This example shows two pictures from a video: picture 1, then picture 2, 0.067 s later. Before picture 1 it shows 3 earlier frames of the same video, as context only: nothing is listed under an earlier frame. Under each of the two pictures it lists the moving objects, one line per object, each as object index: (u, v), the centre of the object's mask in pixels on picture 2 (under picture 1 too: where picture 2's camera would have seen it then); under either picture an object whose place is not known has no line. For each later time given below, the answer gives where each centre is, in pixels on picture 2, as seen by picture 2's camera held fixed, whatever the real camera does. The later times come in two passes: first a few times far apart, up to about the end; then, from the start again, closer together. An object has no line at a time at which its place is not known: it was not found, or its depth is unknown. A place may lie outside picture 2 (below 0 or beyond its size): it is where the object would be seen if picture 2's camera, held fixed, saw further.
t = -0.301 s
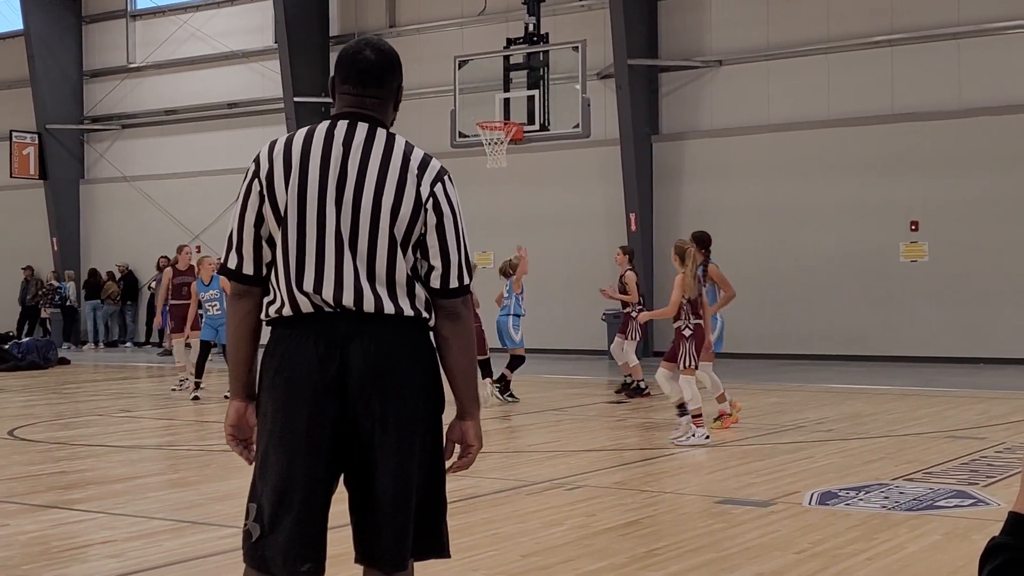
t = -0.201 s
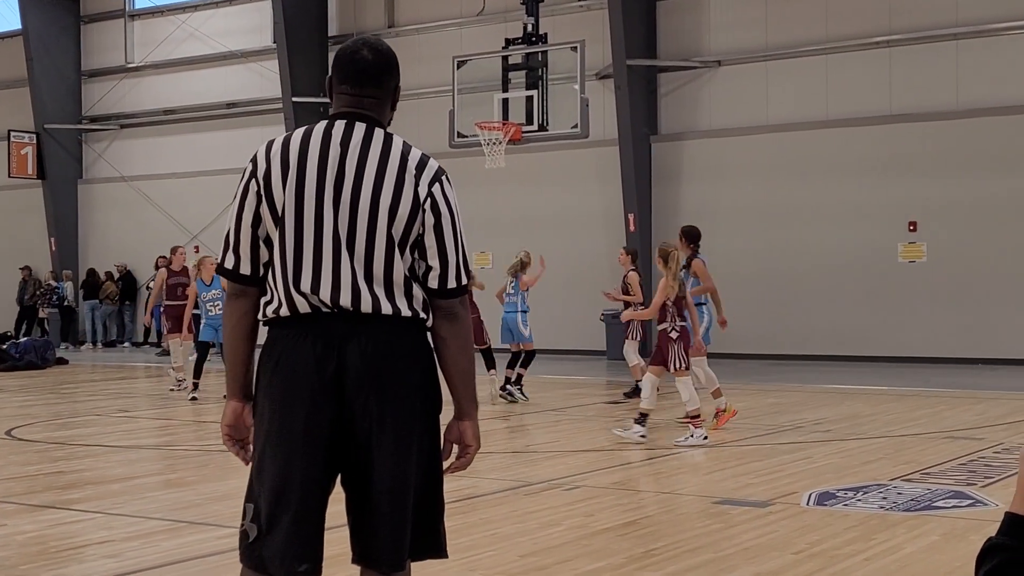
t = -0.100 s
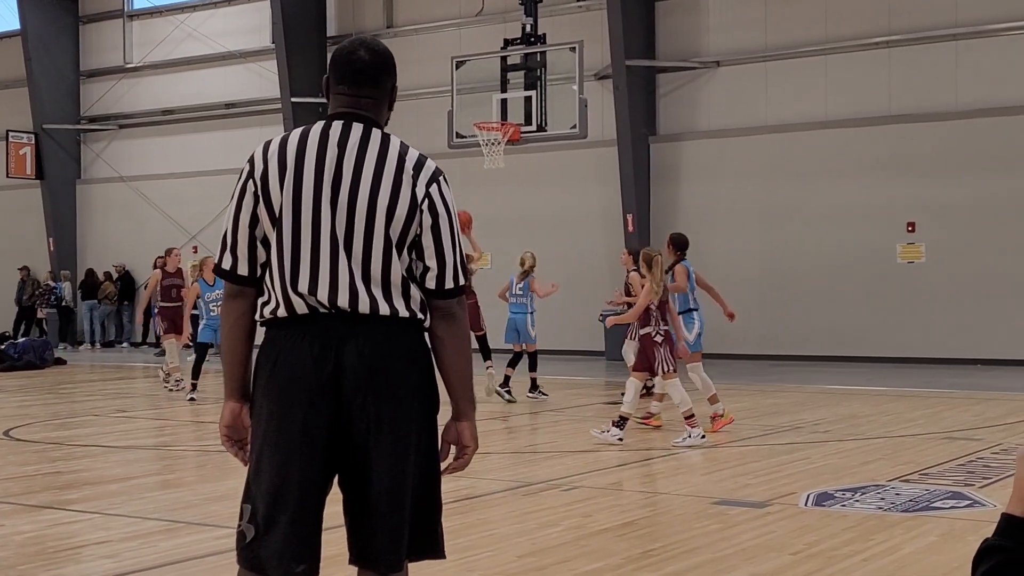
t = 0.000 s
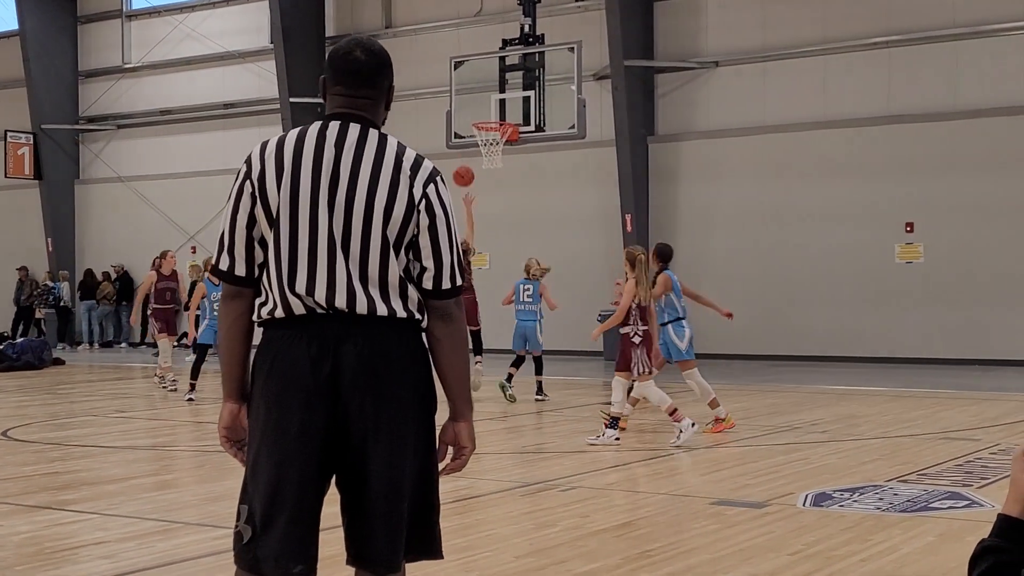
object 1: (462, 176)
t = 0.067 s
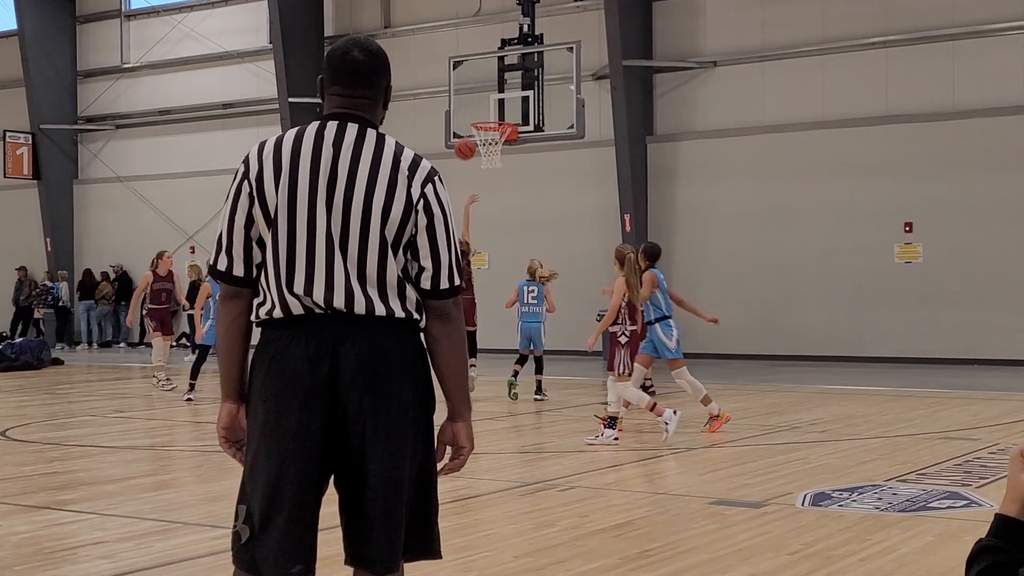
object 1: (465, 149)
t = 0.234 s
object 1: (471, 102)
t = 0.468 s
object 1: (479, 79)
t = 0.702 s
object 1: (488, 103)
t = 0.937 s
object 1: (495, 160)
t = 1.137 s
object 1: (499, 202)
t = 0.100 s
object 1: (466, 137)
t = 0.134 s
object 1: (467, 127)
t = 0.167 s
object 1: (469, 117)
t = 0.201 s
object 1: (470, 109)
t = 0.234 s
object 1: (471, 102)
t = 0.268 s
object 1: (472, 95)
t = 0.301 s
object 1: (474, 90)
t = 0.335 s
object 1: (475, 86)
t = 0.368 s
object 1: (476, 83)
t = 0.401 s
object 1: (477, 80)
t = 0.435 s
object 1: (478, 79)
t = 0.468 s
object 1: (479, 79)
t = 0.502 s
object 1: (481, 79)
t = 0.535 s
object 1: (482, 81)
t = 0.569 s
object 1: (483, 83)
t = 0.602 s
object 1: (484, 87)
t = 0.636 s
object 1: (485, 91)
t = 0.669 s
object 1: (487, 97)
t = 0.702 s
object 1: (488, 103)
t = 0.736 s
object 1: (489, 110)
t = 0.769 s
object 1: (490, 115)
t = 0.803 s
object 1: (491, 127)
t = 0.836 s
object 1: (490, 138)
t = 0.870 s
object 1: (491, 145)
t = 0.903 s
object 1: (492, 152)
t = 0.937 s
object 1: (495, 160)
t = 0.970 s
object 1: (496, 163)
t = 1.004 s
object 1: (497, 167)
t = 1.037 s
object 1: (497, 174)
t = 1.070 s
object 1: (498, 183)
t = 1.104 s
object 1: (498, 192)
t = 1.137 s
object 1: (499, 202)
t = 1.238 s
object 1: (502, 237)
